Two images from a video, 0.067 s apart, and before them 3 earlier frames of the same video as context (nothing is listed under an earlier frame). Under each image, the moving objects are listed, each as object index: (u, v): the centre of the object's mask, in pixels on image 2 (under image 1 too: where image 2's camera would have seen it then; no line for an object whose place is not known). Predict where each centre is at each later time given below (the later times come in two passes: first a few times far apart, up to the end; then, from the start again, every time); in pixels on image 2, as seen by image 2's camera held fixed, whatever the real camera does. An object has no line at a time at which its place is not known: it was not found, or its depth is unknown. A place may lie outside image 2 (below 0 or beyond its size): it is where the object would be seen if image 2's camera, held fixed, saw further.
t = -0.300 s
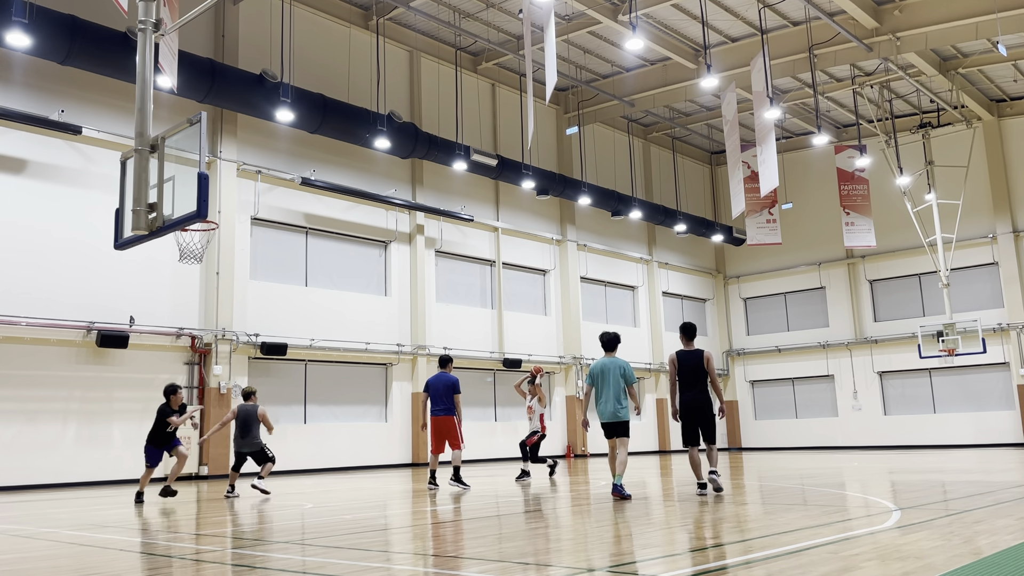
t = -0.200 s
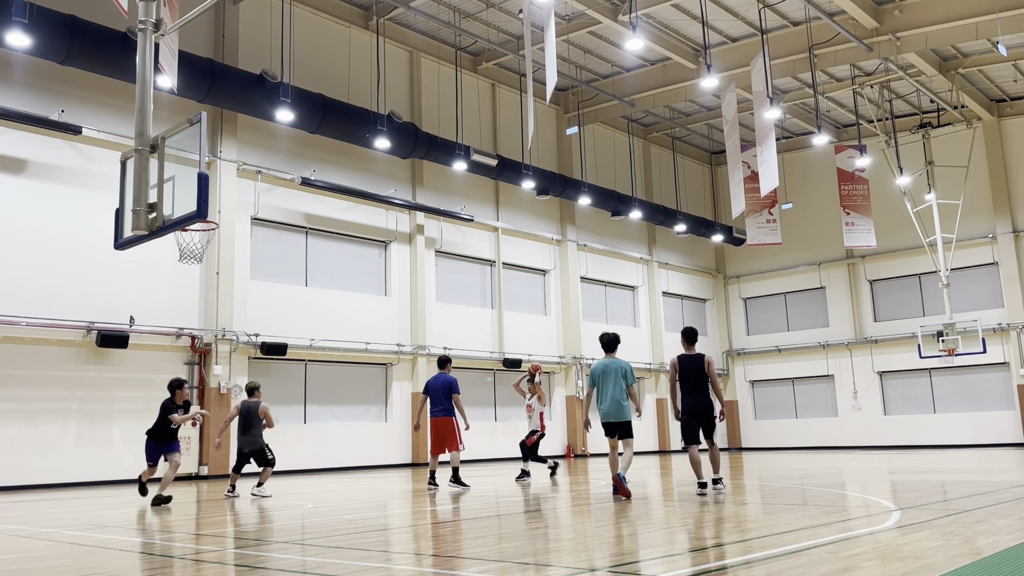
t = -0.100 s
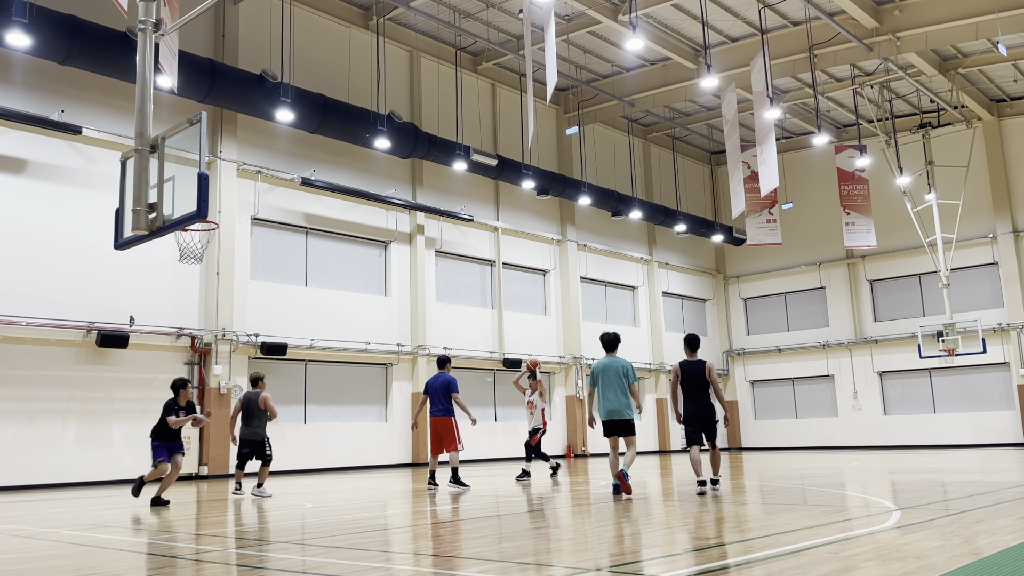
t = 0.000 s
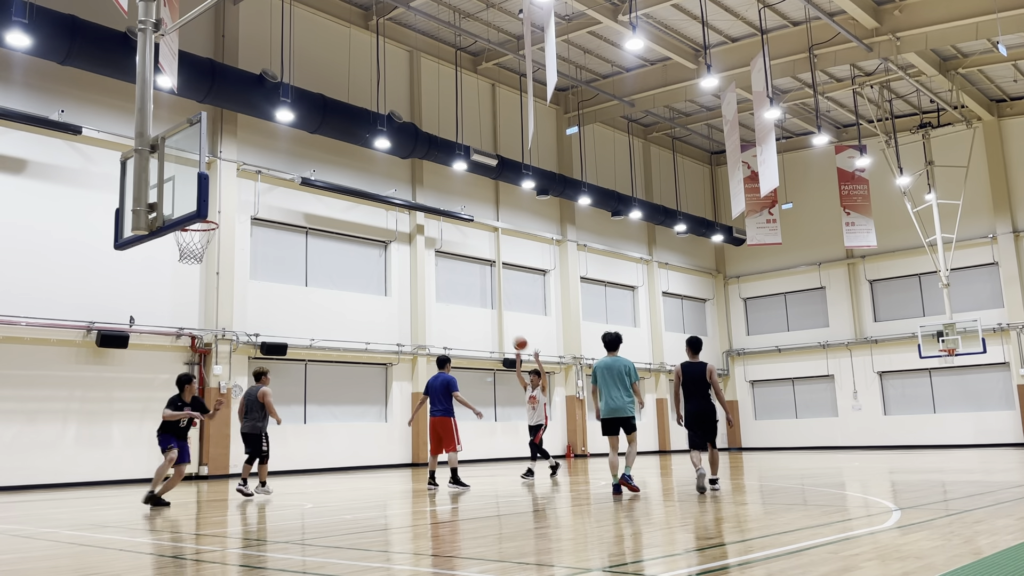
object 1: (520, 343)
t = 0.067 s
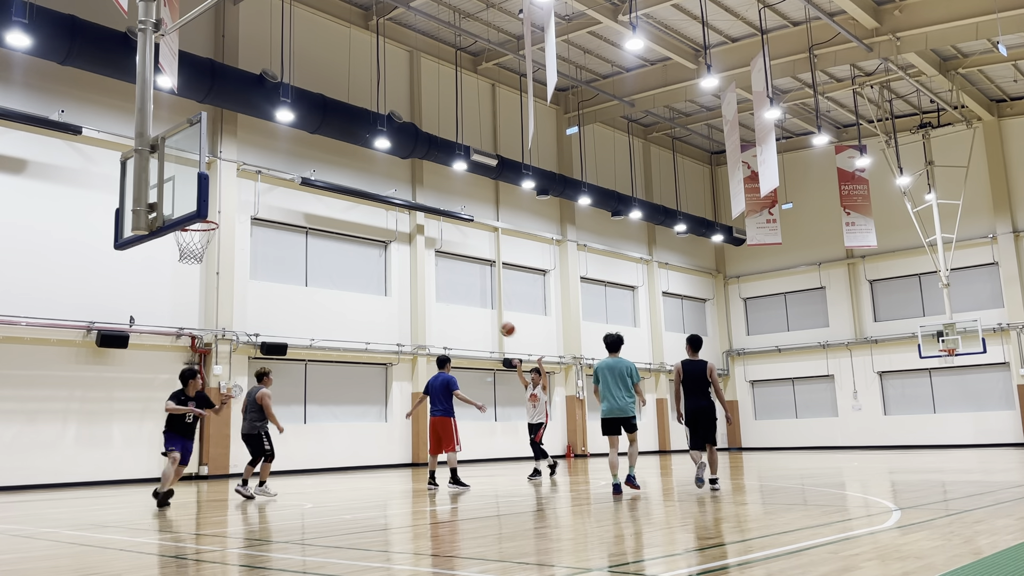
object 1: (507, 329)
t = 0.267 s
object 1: (465, 300)
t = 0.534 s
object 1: (394, 299)
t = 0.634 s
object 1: (360, 315)
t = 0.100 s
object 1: (501, 323)
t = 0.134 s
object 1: (494, 317)
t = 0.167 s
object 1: (487, 312)
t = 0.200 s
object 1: (480, 307)
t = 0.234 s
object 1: (473, 303)
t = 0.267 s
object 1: (465, 300)
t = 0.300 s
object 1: (457, 297)
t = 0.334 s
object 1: (449, 295)
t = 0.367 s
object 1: (441, 294)
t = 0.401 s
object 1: (432, 293)
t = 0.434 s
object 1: (422, 294)
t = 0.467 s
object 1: (413, 294)
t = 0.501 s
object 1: (403, 296)
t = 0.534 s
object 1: (394, 299)
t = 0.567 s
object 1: (383, 303)
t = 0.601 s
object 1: (372, 309)
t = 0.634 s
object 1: (360, 315)
